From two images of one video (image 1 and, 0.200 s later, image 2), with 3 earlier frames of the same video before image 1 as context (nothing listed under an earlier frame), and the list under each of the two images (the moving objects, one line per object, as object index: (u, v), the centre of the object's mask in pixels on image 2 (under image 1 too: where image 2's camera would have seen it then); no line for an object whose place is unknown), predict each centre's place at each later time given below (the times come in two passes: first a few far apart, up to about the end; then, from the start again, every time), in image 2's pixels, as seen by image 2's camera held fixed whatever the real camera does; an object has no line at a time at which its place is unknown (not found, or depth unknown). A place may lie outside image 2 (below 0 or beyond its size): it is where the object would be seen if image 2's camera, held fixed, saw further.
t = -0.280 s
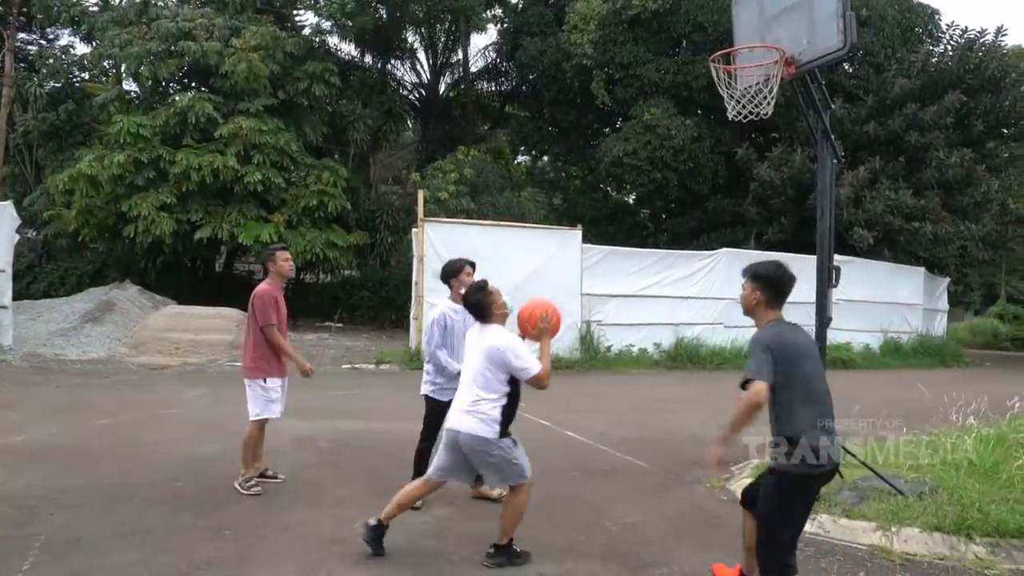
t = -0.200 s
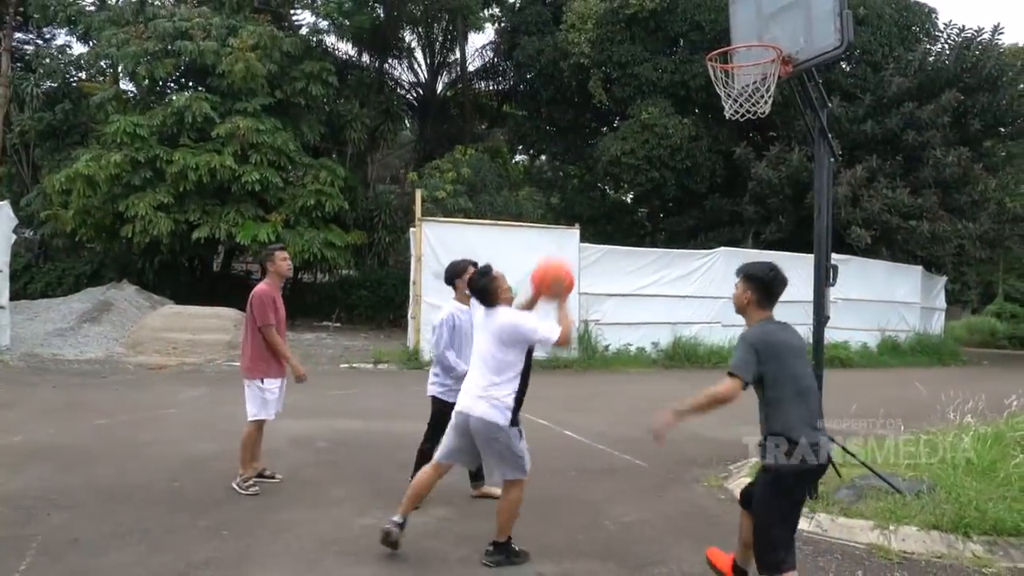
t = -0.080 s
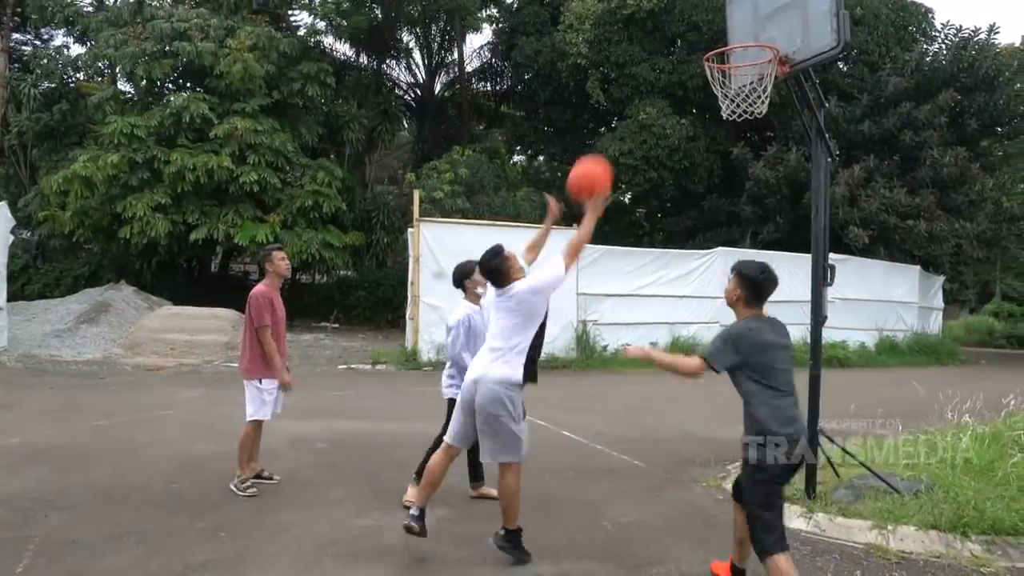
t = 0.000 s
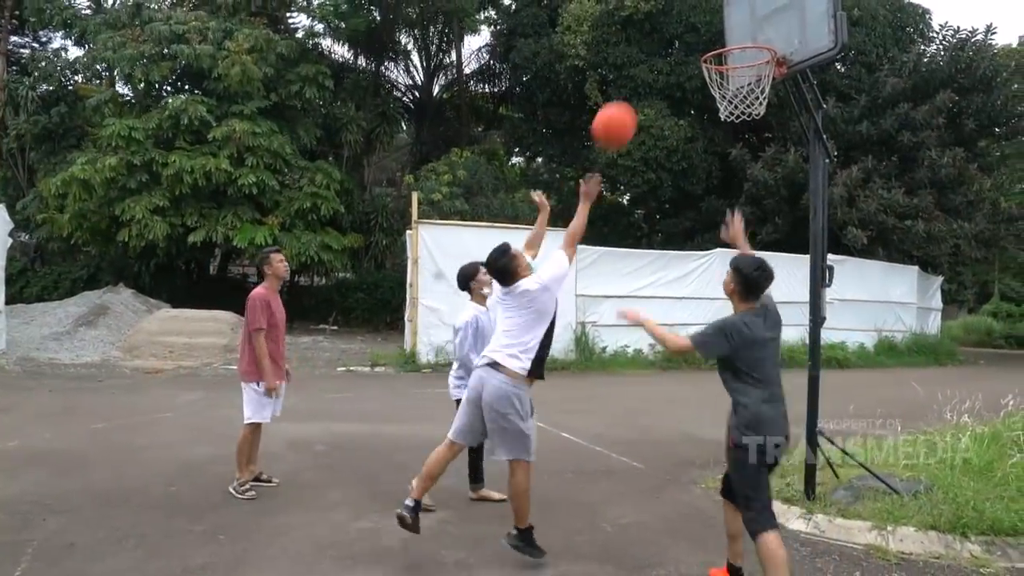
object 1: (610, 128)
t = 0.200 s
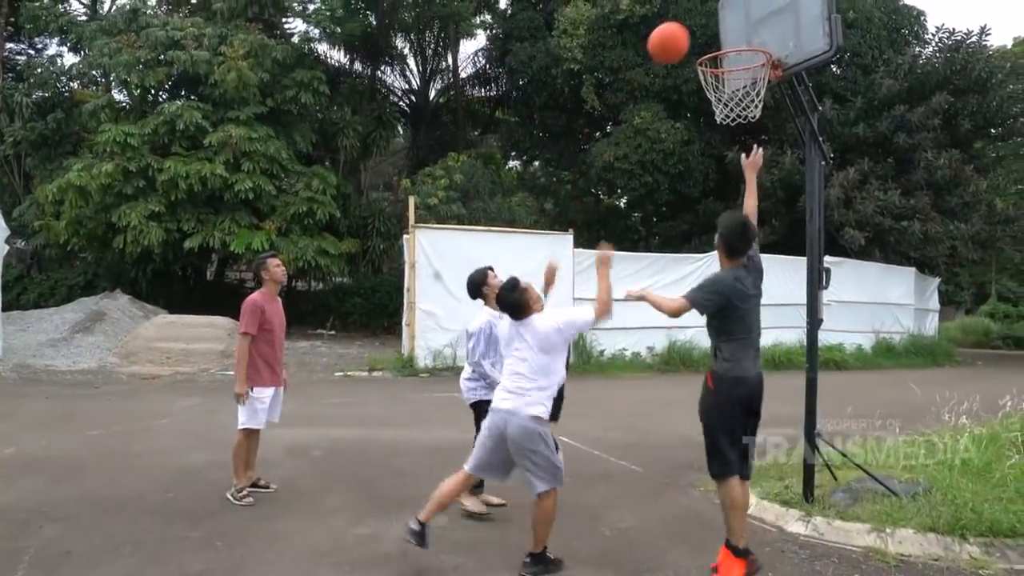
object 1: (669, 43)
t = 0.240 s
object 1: (679, 34)
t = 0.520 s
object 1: (747, 42)
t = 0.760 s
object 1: (743, 31)
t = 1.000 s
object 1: (727, 92)
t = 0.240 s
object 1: (679, 34)
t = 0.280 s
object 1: (689, 28)
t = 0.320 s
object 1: (698, 25)
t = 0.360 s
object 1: (708, 23)
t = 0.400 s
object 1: (717, 25)
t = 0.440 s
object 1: (727, 29)
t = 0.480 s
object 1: (737, 33)
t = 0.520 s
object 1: (747, 42)
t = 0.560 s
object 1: (752, 43)
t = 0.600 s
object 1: (752, 35)
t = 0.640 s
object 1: (750, 31)
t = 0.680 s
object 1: (747, 29)
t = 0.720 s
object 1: (745, 29)
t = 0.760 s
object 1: (743, 31)
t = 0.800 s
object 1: (741, 34)
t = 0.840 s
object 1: (737, 42)
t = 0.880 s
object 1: (735, 51)
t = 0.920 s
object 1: (733, 62)
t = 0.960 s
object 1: (729, 75)
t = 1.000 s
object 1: (727, 92)
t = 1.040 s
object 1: (725, 109)
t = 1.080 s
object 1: (724, 124)
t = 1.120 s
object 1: (723, 141)
